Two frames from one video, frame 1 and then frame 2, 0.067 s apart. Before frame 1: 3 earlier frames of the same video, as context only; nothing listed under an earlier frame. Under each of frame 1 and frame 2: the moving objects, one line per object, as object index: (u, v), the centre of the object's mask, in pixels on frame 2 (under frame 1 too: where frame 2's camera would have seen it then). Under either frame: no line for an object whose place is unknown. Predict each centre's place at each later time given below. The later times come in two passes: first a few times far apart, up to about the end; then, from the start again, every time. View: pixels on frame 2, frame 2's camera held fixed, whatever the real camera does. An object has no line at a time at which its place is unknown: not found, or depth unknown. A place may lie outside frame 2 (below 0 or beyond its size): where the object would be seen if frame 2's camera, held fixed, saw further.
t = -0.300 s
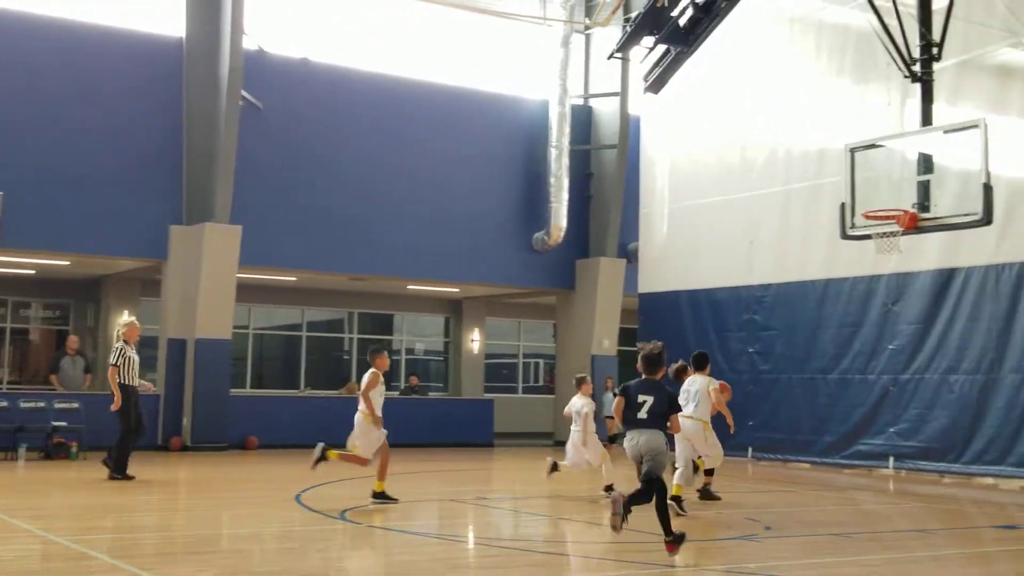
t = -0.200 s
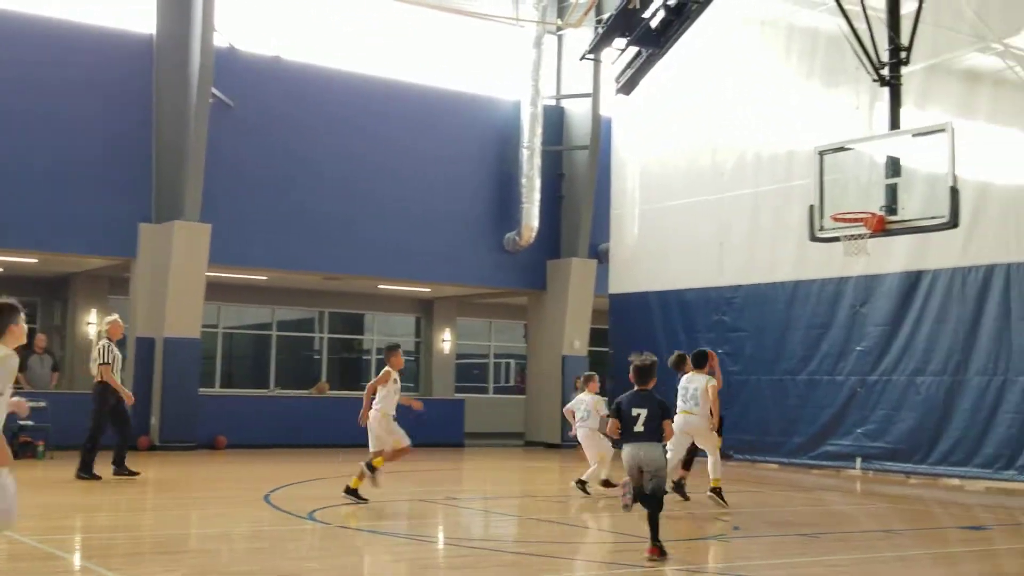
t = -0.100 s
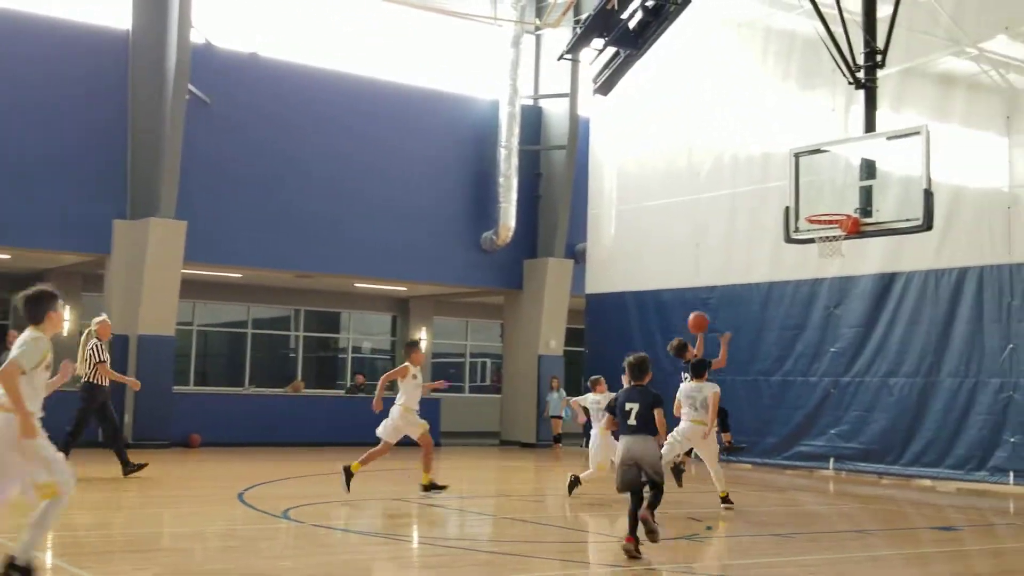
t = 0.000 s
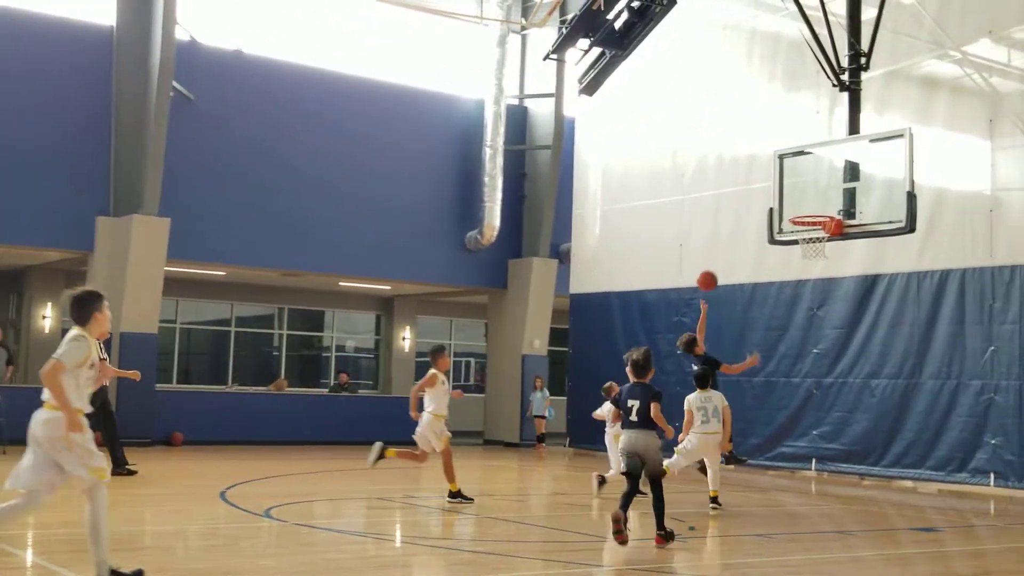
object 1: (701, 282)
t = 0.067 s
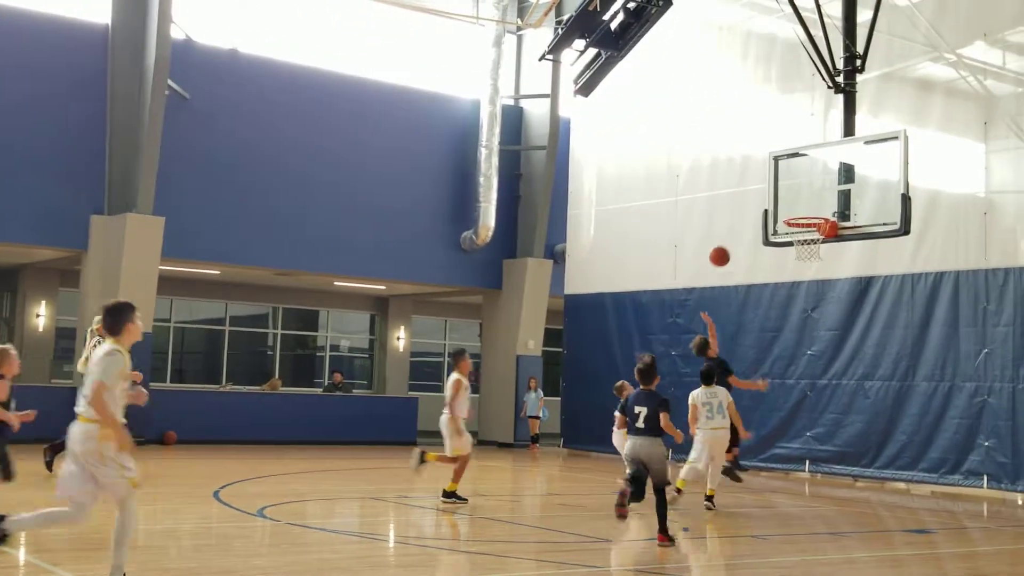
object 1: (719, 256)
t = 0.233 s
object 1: (763, 211)
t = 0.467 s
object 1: (802, 190)
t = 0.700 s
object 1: (782, 207)
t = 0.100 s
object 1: (728, 245)
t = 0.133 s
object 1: (737, 235)
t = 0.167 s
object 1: (746, 226)
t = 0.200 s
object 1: (754, 218)
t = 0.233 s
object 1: (763, 211)
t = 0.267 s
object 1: (771, 205)
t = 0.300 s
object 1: (780, 200)
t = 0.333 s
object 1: (788, 196)
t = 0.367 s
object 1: (797, 193)
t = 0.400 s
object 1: (806, 191)
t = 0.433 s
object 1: (805, 190)
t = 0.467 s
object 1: (802, 190)
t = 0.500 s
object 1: (799, 191)
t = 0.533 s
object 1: (796, 193)
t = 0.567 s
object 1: (793, 196)
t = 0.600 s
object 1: (790, 201)
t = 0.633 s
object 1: (787, 206)
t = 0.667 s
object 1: (785, 209)
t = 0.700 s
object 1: (782, 207)
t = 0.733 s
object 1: (779, 206)
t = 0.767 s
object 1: (777, 206)
